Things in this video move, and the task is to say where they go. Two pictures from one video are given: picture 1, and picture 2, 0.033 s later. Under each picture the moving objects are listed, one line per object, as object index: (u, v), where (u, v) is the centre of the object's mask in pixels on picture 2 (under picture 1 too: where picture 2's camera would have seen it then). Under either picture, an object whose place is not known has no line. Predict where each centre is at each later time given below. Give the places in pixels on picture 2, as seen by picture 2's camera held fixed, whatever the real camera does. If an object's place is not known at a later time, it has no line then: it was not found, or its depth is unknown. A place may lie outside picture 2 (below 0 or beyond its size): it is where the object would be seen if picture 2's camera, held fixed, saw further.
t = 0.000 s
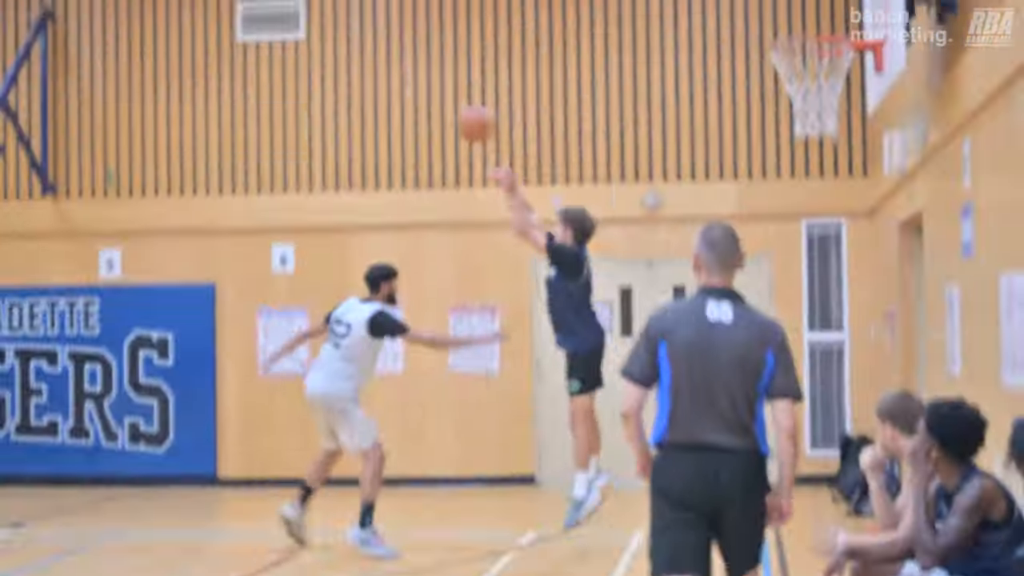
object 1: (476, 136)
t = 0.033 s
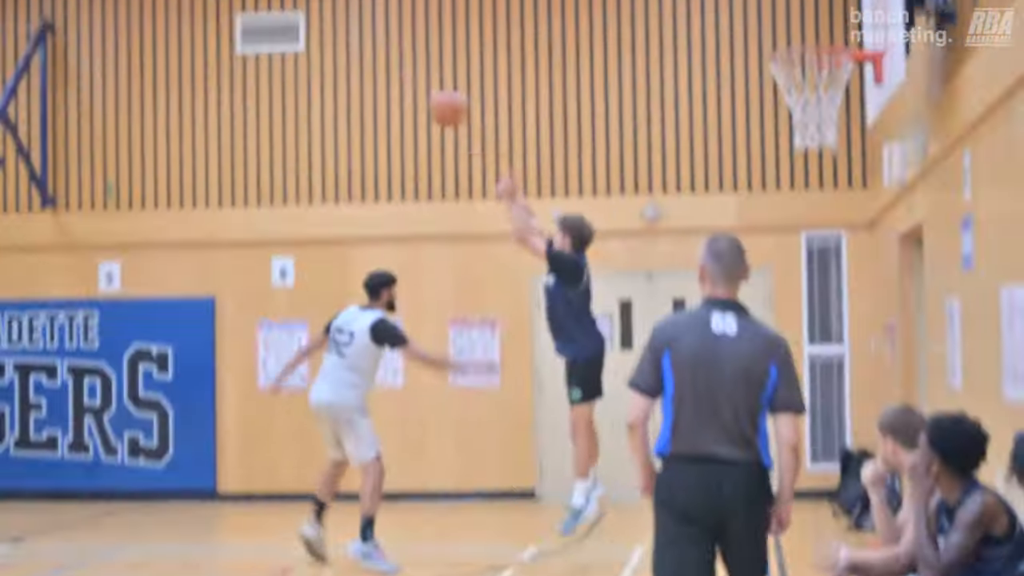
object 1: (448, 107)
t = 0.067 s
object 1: (421, 82)
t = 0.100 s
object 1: (394, 59)
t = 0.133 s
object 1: (369, 36)
